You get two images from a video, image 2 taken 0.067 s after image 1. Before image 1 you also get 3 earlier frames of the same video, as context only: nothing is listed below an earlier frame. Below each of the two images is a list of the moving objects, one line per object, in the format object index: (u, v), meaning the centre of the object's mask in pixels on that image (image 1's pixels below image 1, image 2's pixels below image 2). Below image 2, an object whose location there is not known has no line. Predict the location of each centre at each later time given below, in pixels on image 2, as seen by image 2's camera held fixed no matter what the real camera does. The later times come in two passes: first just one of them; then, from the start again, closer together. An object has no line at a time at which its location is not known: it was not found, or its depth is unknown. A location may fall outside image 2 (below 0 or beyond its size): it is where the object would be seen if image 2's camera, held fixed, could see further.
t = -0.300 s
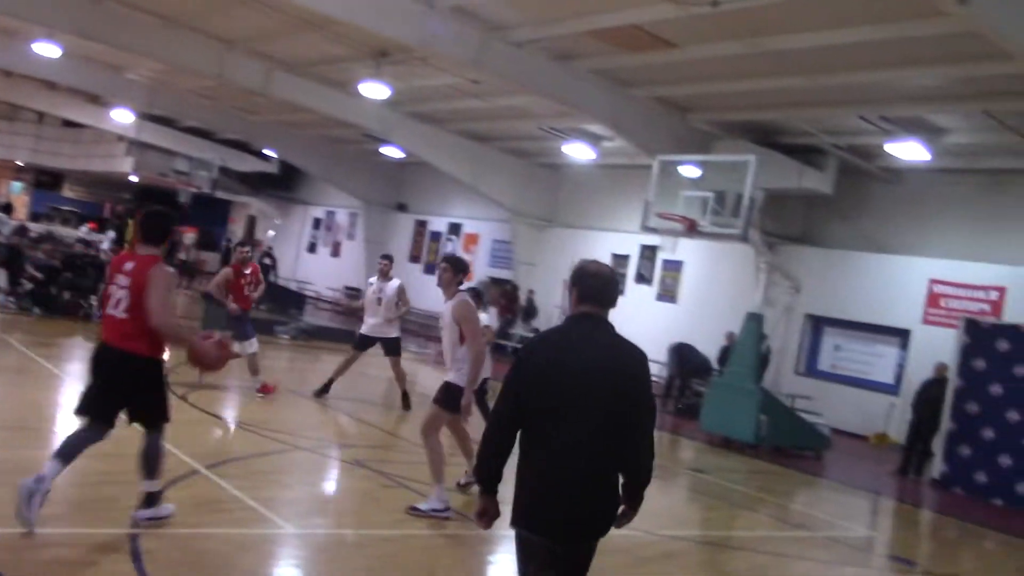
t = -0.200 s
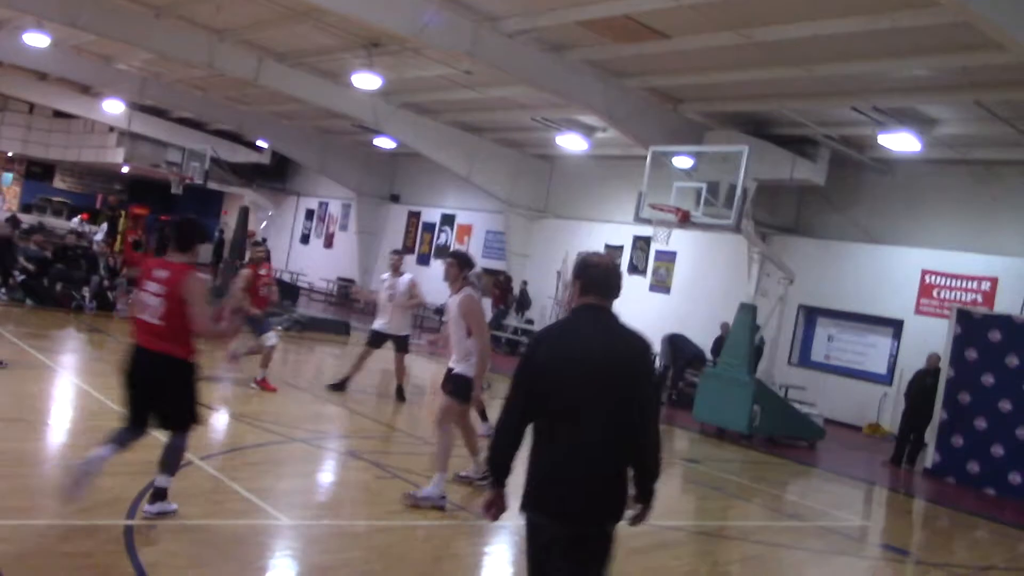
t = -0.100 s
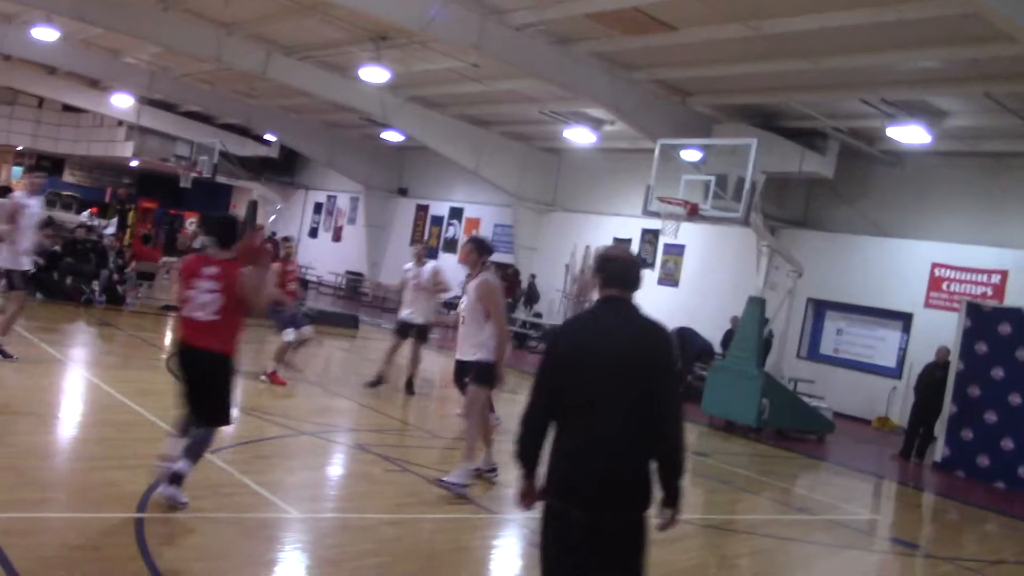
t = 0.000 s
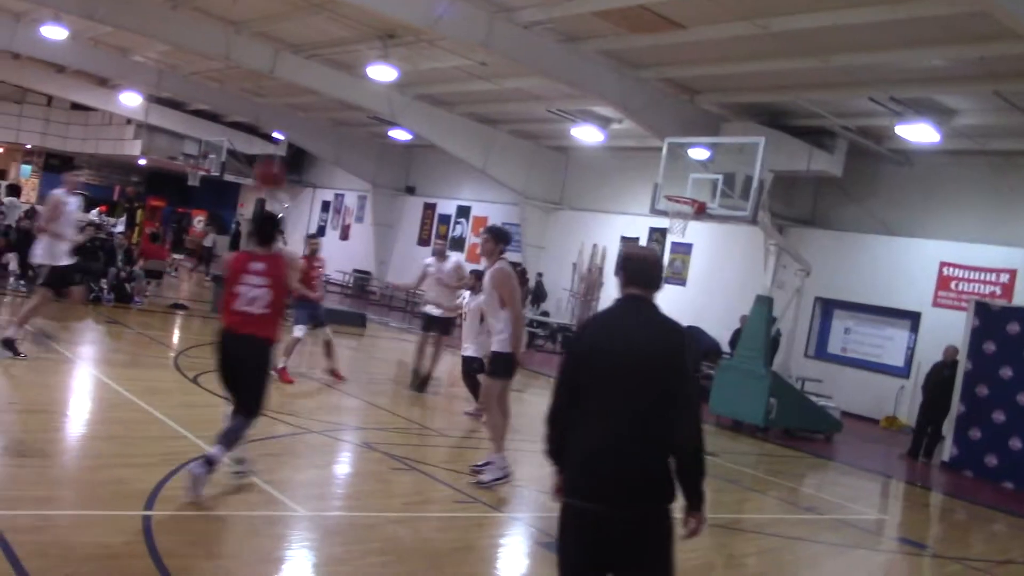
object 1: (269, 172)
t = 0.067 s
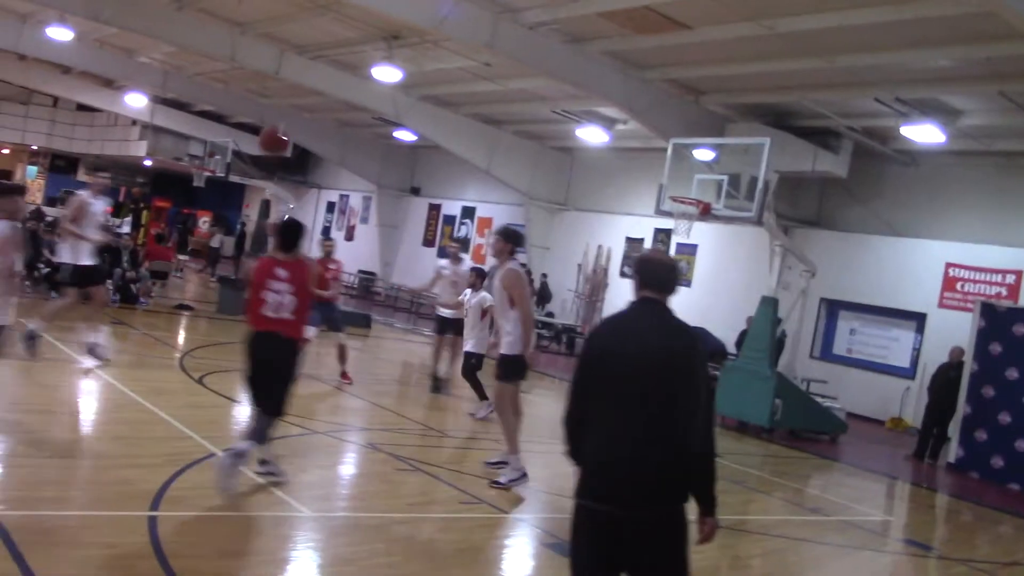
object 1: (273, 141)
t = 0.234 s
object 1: (271, 91)
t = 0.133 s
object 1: (274, 118)
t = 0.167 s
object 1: (273, 106)
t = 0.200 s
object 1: (273, 98)
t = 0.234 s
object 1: (271, 91)
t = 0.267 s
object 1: (270, 87)
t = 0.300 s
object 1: (269, 82)
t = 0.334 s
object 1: (267, 79)
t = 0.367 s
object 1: (266, 78)
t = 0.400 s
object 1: (264, 78)
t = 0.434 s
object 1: (262, 78)
